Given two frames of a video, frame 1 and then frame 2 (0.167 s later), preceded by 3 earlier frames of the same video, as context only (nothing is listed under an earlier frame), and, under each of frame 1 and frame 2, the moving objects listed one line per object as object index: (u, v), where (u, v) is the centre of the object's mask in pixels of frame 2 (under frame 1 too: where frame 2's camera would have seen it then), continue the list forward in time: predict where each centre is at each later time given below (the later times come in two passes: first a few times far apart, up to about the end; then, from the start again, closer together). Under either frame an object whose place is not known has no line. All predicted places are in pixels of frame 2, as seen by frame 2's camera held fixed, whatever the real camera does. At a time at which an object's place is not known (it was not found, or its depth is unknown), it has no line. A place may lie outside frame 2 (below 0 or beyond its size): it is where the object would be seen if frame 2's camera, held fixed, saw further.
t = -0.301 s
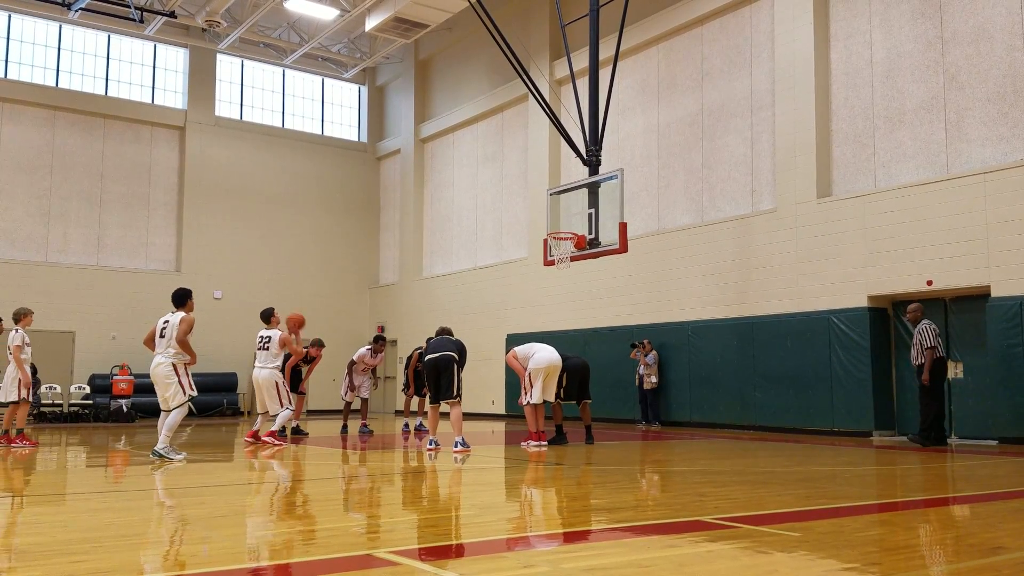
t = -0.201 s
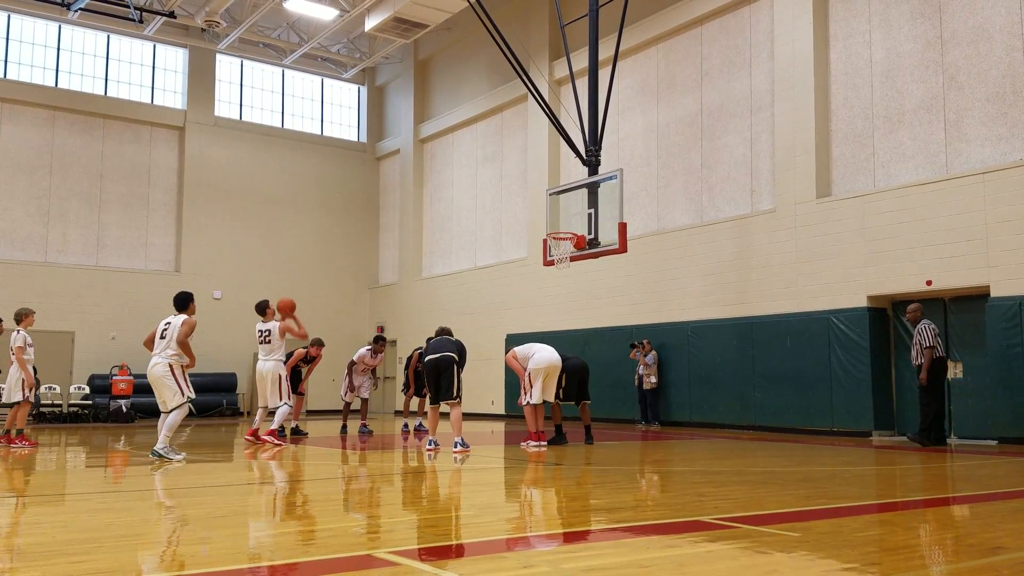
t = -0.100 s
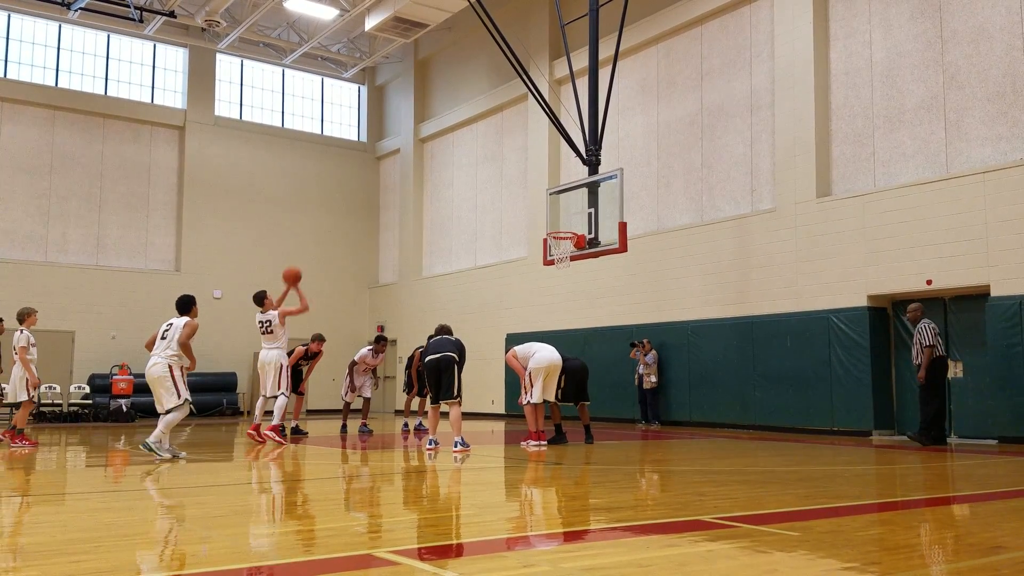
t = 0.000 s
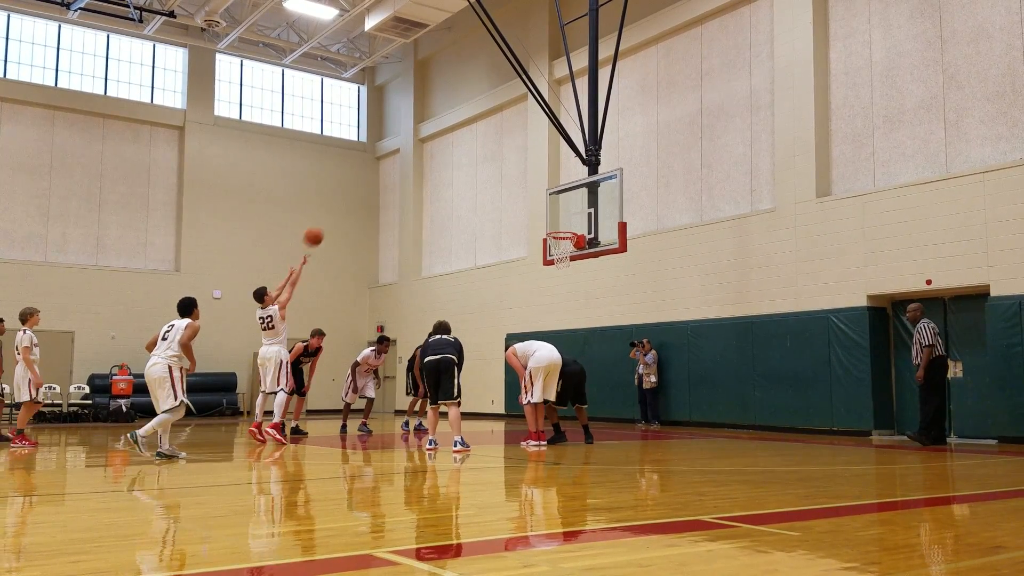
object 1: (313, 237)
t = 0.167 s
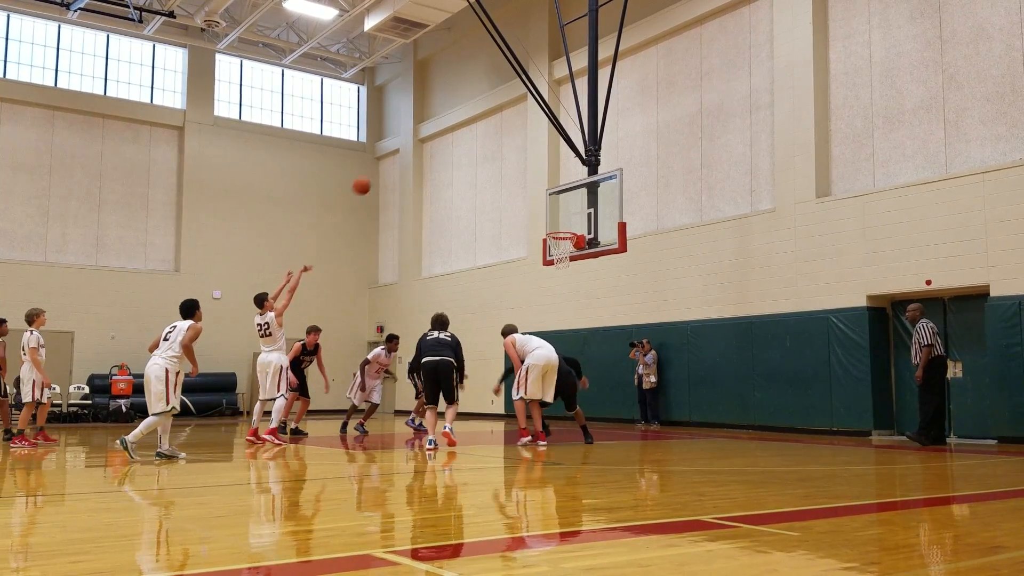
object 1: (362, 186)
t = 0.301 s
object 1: (397, 161)
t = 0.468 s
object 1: (438, 147)
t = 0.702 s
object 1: (493, 158)
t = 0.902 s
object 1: (536, 193)
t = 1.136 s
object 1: (558, 243)
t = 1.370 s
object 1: (556, 248)
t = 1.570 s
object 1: (559, 270)
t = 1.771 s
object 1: (566, 312)
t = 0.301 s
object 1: (397, 161)
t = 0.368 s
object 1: (414, 153)
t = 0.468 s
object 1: (438, 147)
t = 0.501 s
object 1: (446, 146)
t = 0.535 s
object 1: (454, 146)
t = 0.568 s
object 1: (462, 147)
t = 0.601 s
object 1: (470, 149)
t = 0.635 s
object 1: (478, 151)
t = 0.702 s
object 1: (493, 158)
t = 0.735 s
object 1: (500, 162)
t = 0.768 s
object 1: (507, 167)
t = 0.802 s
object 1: (514, 173)
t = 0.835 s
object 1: (522, 179)
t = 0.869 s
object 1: (528, 186)
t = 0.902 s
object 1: (536, 193)
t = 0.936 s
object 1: (543, 202)
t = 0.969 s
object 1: (549, 211)
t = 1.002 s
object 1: (556, 220)
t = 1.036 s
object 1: (563, 227)
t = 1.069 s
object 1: (563, 233)
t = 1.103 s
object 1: (559, 240)
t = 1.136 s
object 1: (558, 243)
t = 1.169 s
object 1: (557, 243)
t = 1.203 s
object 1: (556, 243)
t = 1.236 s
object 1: (556, 244)
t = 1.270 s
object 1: (556, 244)
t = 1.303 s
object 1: (556, 245)
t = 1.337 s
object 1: (556, 246)
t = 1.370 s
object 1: (556, 248)
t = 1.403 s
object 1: (555, 250)
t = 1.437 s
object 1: (557, 252)
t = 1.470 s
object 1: (558, 254)
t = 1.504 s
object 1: (558, 260)
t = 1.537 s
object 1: (559, 266)
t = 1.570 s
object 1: (559, 270)
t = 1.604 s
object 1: (560, 274)
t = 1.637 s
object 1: (562, 280)
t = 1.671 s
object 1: (562, 287)
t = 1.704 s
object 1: (563, 295)
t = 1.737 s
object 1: (565, 303)
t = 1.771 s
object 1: (566, 312)
